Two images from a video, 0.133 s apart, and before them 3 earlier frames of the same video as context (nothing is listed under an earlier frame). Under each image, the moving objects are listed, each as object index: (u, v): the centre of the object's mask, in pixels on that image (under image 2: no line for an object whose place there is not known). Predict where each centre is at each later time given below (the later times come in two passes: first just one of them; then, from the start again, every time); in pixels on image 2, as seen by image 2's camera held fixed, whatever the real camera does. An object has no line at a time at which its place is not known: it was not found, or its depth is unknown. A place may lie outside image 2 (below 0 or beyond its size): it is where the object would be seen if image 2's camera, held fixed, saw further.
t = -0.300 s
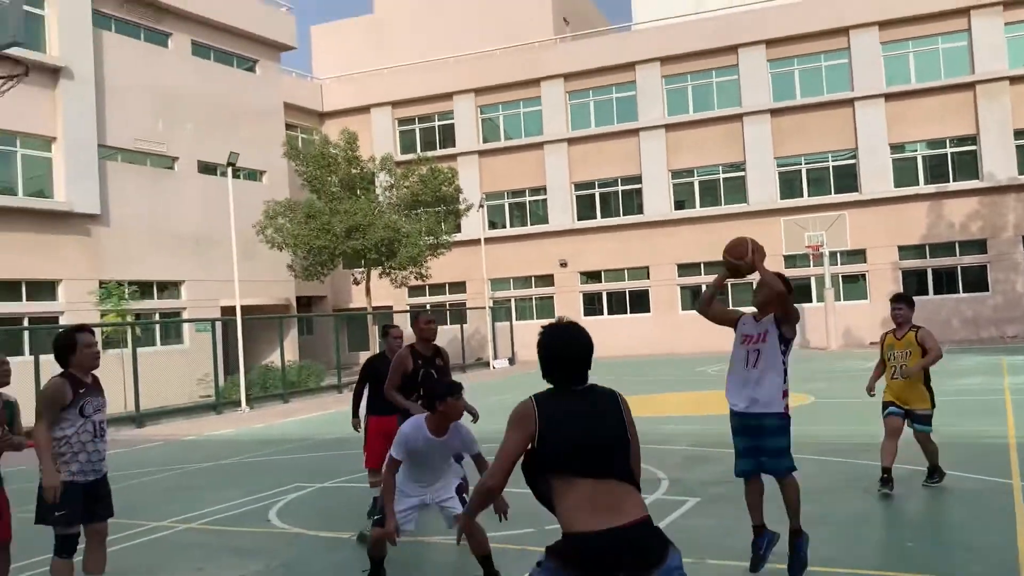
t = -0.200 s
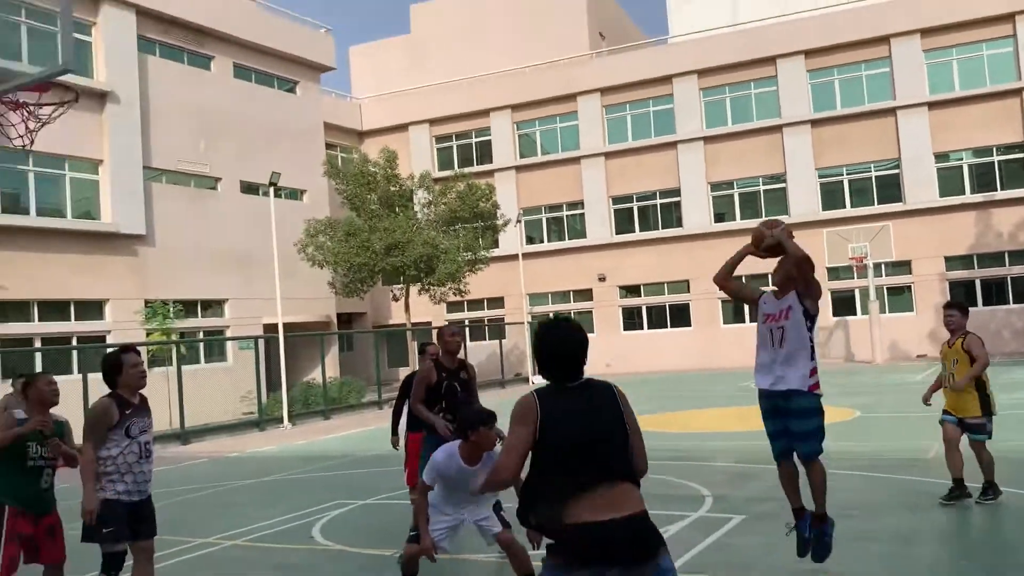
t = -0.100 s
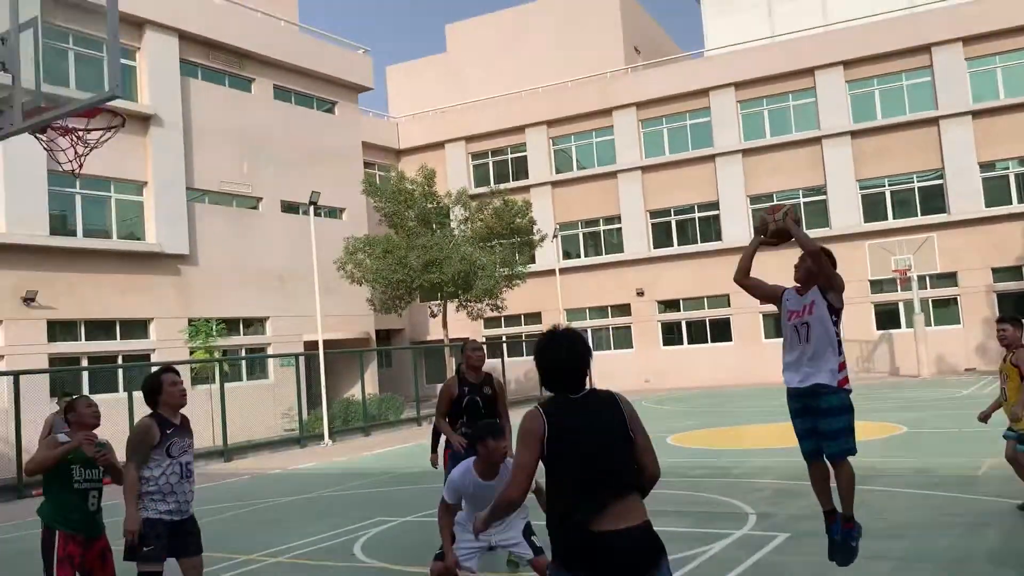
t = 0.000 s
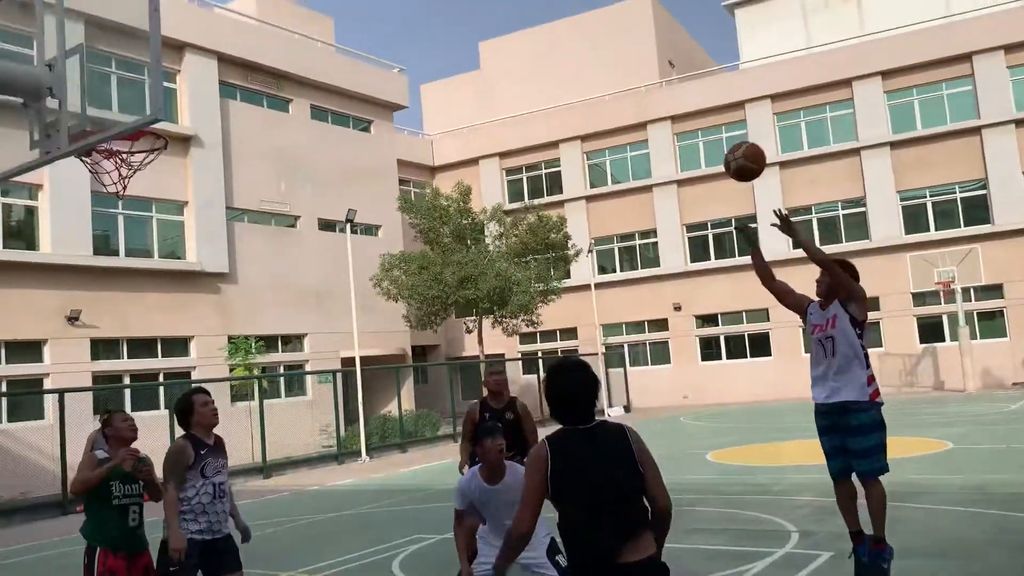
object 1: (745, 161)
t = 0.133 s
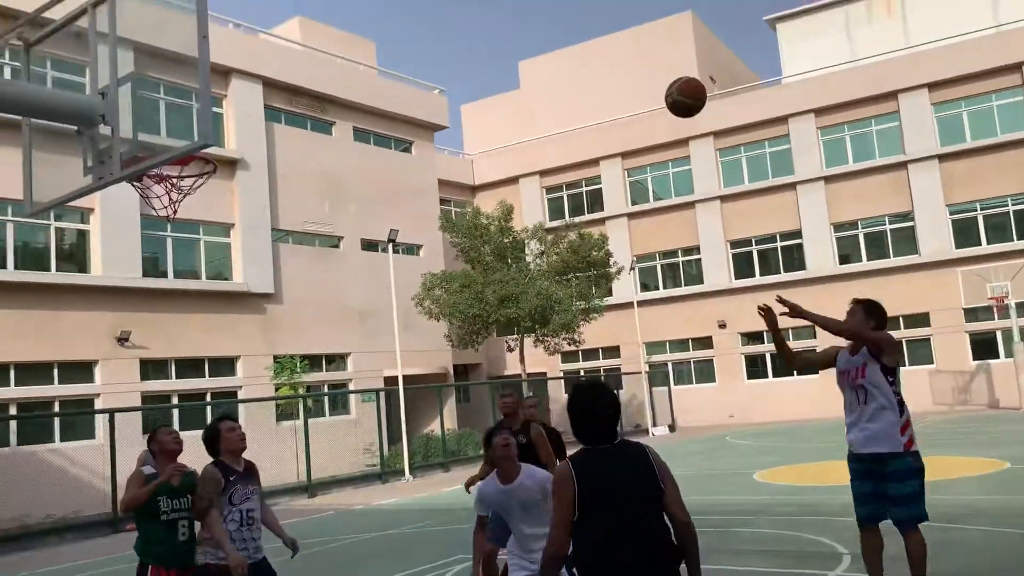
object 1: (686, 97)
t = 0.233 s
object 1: (606, 55)
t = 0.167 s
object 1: (659, 82)
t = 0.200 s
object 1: (632, 68)
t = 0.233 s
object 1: (606, 55)
